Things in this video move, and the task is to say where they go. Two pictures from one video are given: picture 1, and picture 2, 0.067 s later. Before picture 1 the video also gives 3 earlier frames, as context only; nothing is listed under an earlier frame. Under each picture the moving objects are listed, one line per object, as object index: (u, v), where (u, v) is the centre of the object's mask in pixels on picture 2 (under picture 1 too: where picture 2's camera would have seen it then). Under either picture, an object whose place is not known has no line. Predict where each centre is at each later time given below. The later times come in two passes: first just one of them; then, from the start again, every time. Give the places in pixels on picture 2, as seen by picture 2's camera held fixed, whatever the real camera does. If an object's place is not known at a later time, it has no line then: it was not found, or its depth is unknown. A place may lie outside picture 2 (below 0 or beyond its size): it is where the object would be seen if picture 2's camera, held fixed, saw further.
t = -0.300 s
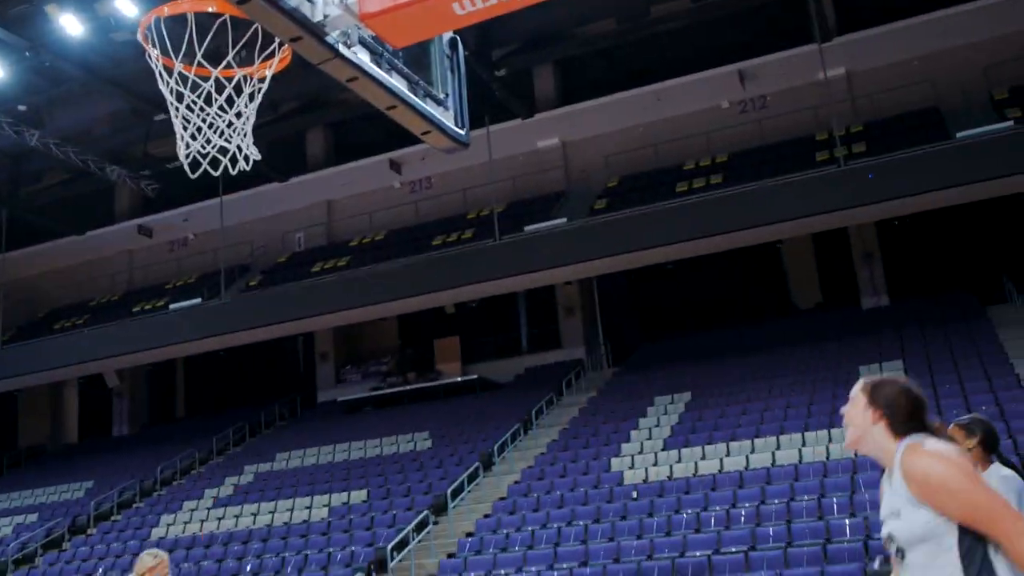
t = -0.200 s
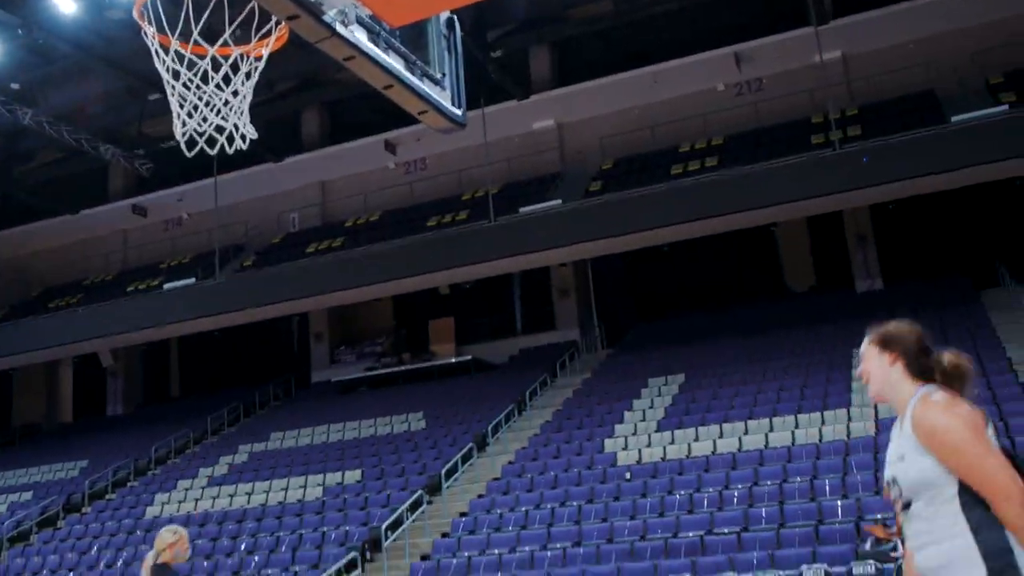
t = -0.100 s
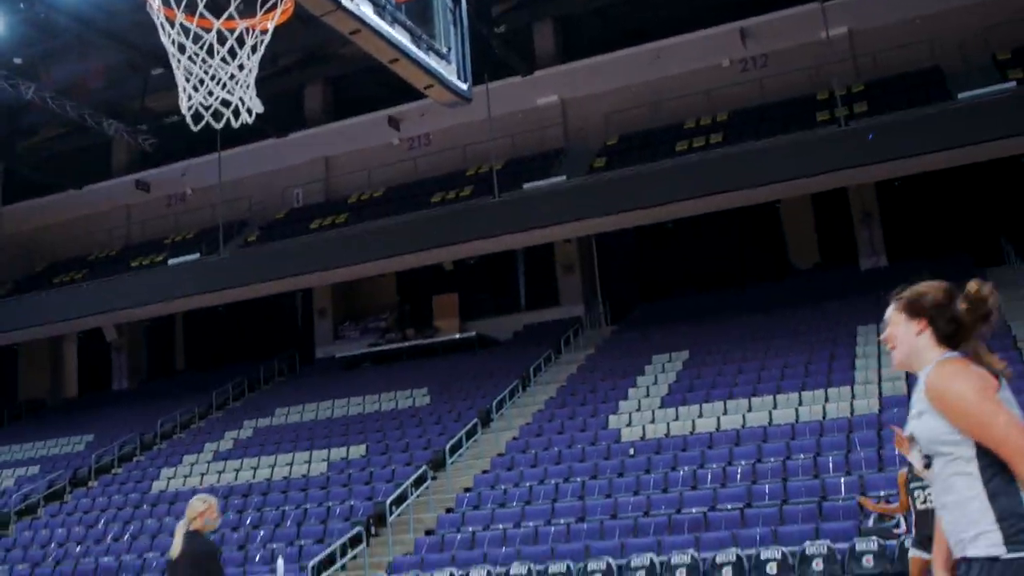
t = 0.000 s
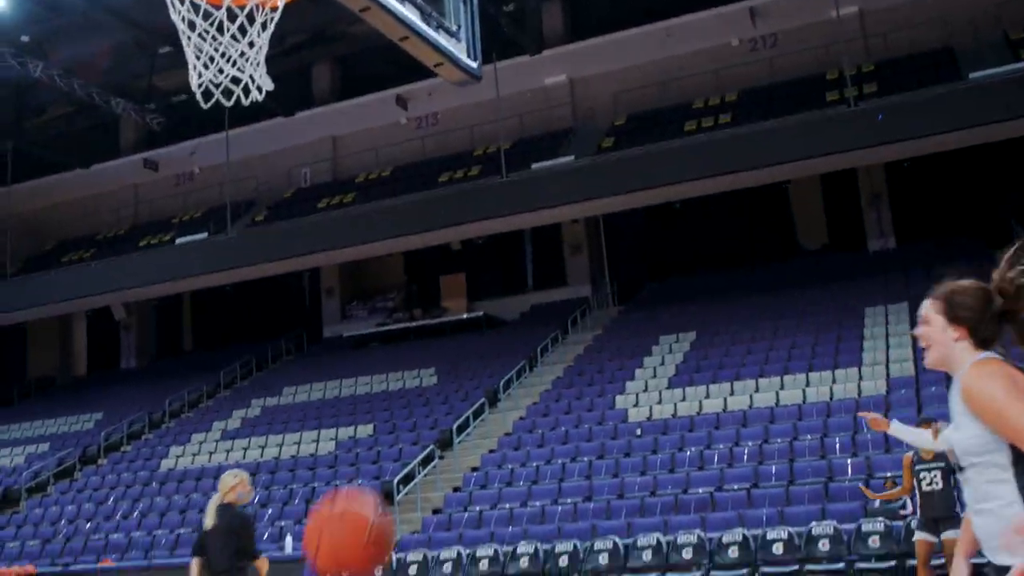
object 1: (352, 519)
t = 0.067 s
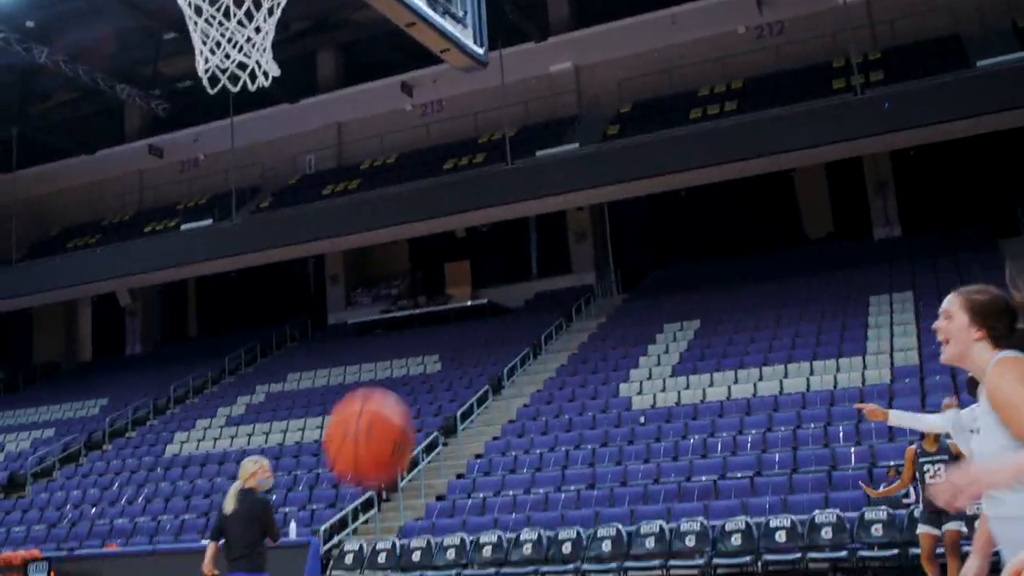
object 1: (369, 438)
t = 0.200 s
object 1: (406, 311)
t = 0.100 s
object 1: (378, 400)
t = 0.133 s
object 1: (387, 367)
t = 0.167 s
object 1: (397, 338)
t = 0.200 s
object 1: (406, 311)
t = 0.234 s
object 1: (415, 289)
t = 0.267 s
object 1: (425, 269)
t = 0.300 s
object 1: (436, 254)
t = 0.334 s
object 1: (448, 241)
